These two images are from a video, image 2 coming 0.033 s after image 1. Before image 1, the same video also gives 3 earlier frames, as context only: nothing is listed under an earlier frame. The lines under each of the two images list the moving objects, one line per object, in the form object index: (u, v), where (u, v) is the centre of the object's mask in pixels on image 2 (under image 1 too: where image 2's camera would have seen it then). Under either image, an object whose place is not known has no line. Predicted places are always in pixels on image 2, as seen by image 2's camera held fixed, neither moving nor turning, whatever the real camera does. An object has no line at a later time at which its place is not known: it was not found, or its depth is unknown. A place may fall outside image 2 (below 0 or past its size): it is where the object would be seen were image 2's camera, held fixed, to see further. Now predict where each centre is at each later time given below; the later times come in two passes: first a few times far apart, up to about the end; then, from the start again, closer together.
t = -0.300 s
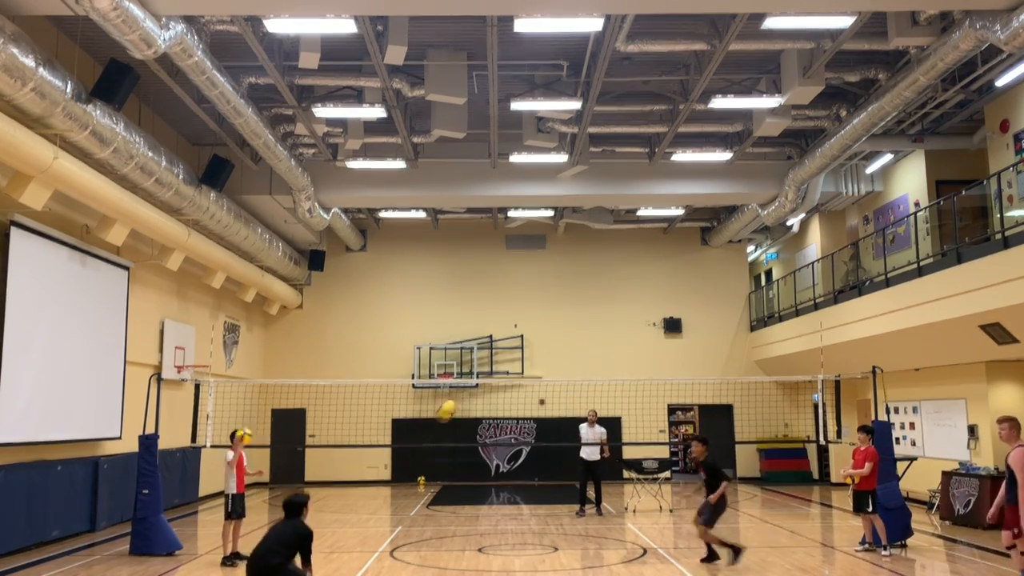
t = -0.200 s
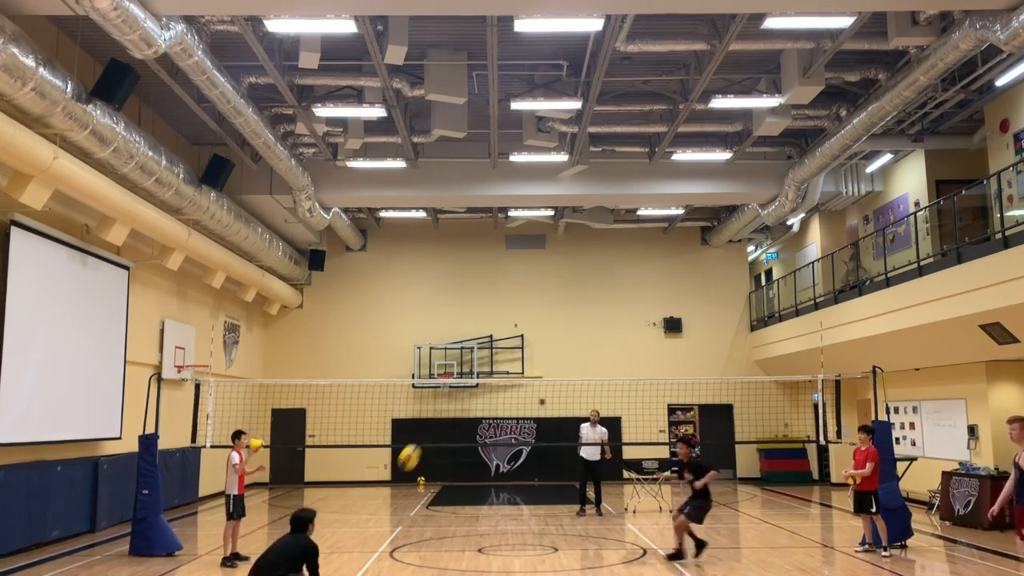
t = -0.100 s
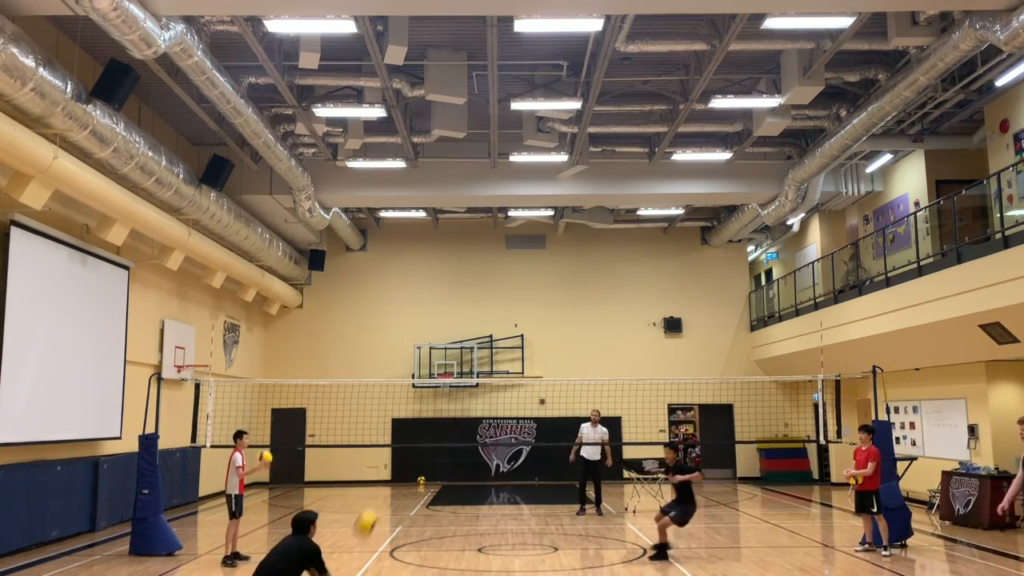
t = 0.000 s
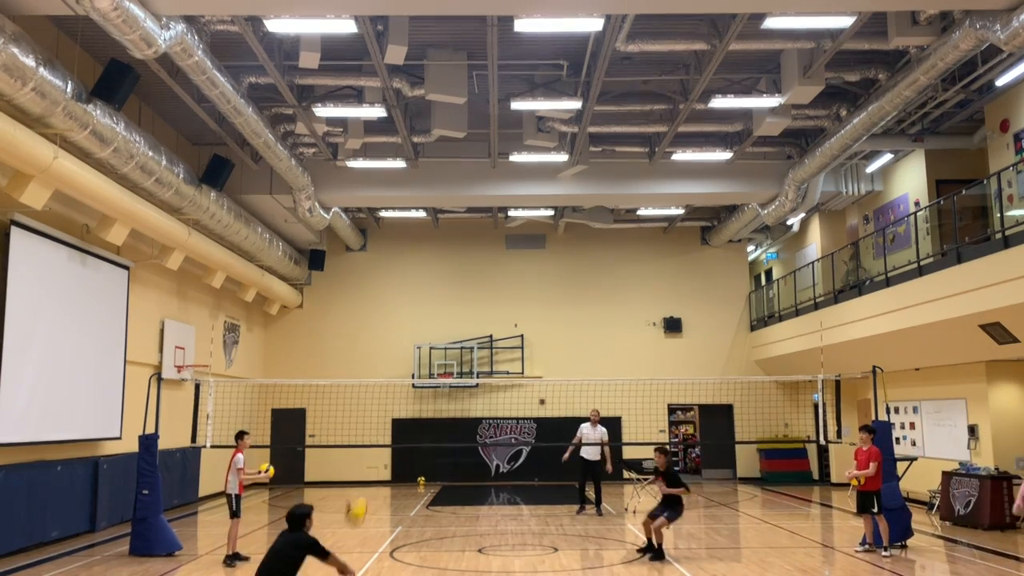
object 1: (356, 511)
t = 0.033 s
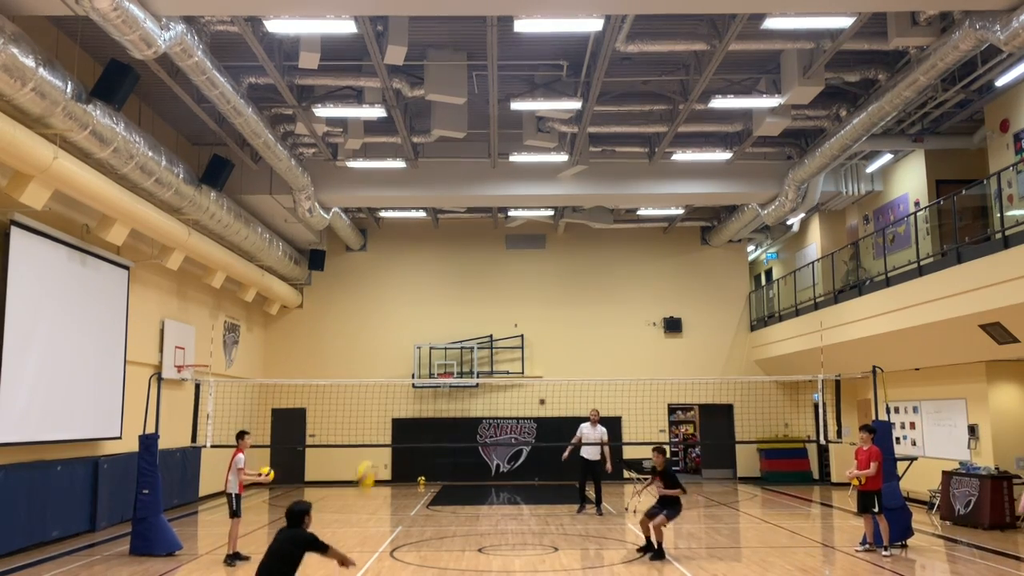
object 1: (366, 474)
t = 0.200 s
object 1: (408, 342)
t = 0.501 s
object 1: (467, 200)
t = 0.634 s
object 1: (490, 171)
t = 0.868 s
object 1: (527, 154)
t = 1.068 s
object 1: (556, 172)
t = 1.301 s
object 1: (588, 228)
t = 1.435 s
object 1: (606, 275)
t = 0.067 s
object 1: (373, 445)
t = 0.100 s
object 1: (383, 416)
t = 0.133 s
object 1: (394, 389)
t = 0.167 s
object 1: (399, 364)
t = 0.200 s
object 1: (408, 342)
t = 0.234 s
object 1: (415, 320)
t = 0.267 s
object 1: (423, 300)
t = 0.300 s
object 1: (429, 283)
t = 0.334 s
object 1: (436, 265)
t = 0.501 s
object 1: (467, 200)
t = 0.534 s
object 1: (474, 192)
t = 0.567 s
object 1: (479, 184)
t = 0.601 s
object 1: (481, 175)
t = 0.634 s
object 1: (490, 171)
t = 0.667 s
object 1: (496, 166)
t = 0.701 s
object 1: (501, 162)
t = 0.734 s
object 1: (506, 159)
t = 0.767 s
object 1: (511, 156)
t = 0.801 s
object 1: (517, 154)
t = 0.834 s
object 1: (522, 154)
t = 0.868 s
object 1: (527, 154)
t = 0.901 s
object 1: (532, 155)
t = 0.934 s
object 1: (537, 157)
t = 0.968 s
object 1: (542, 160)
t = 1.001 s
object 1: (544, 164)
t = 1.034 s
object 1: (552, 168)
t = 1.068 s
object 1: (556, 172)
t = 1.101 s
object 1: (560, 178)
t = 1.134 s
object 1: (565, 184)
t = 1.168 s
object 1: (571, 192)
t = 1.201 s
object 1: (575, 201)
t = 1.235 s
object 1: (579, 208)
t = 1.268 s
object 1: (582, 217)
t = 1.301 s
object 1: (588, 228)
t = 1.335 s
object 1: (593, 239)
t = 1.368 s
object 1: (596, 250)
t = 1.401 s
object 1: (601, 262)
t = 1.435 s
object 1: (606, 275)
